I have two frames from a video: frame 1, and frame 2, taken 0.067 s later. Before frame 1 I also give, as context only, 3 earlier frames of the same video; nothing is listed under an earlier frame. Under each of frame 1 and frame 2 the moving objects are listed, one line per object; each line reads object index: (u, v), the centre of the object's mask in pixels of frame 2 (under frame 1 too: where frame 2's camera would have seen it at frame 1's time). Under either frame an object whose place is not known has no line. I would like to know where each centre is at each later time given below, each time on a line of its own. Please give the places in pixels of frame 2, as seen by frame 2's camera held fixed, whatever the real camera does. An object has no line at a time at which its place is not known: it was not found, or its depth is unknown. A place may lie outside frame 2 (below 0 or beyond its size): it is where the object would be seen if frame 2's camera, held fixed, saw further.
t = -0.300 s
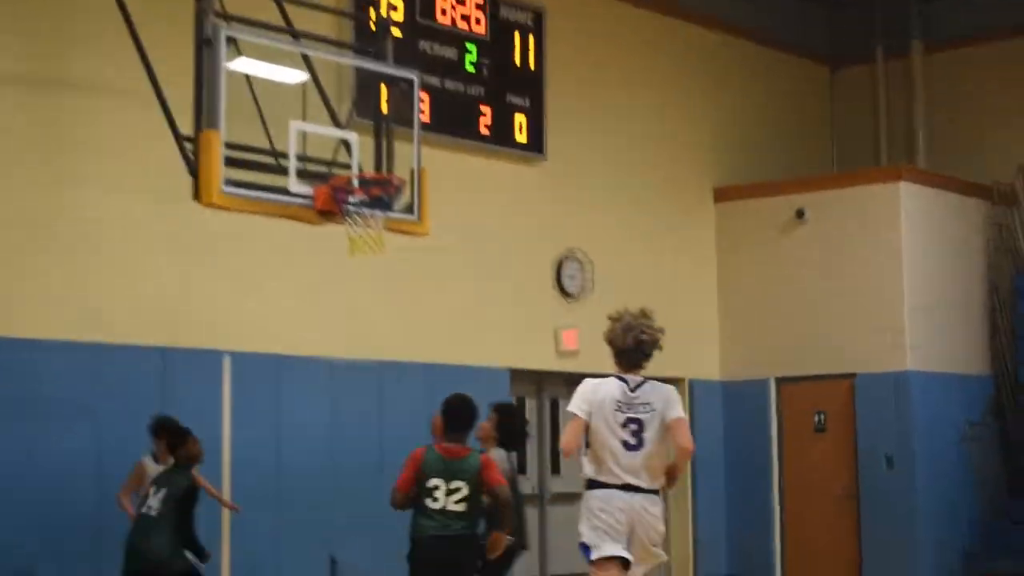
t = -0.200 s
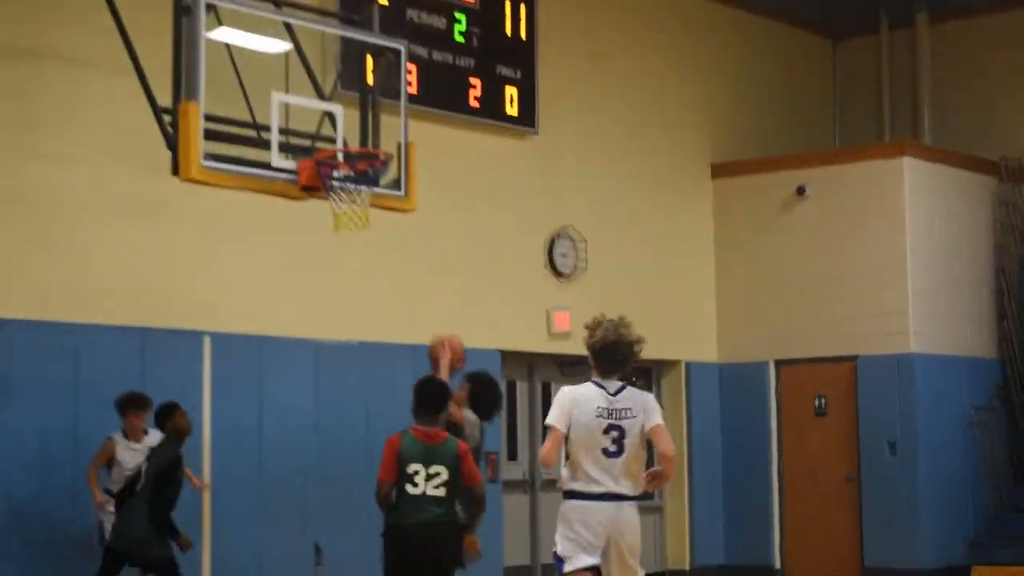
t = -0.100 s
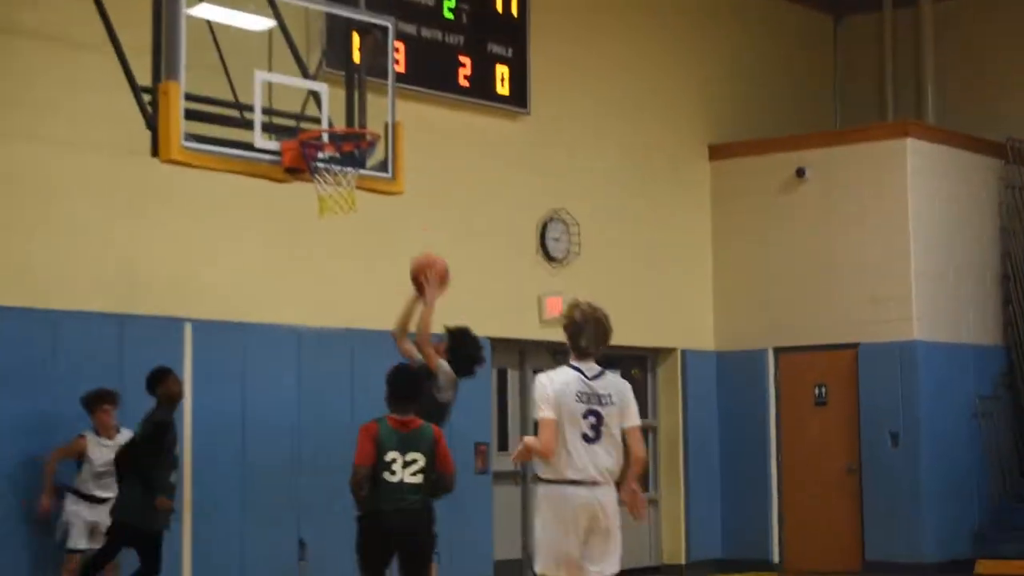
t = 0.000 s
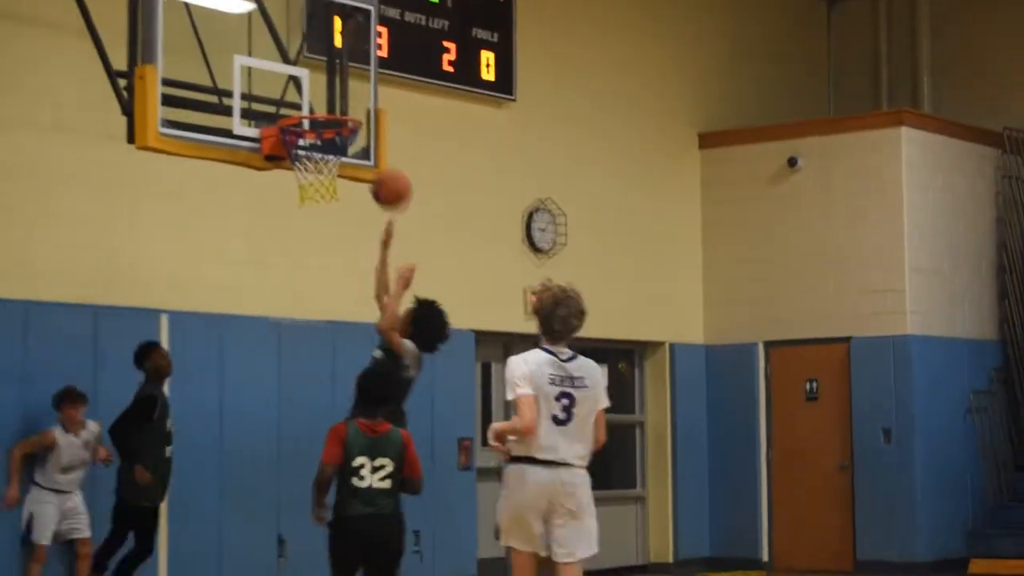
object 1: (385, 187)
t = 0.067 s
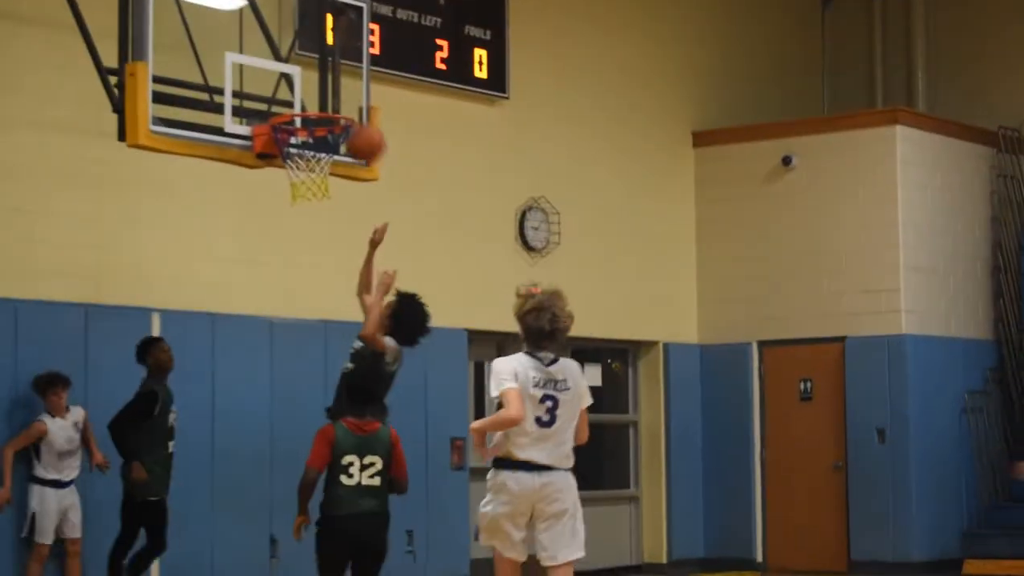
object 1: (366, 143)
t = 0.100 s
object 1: (359, 121)
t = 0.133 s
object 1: (347, 102)
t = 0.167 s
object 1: (338, 87)
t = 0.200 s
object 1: (328, 73)
